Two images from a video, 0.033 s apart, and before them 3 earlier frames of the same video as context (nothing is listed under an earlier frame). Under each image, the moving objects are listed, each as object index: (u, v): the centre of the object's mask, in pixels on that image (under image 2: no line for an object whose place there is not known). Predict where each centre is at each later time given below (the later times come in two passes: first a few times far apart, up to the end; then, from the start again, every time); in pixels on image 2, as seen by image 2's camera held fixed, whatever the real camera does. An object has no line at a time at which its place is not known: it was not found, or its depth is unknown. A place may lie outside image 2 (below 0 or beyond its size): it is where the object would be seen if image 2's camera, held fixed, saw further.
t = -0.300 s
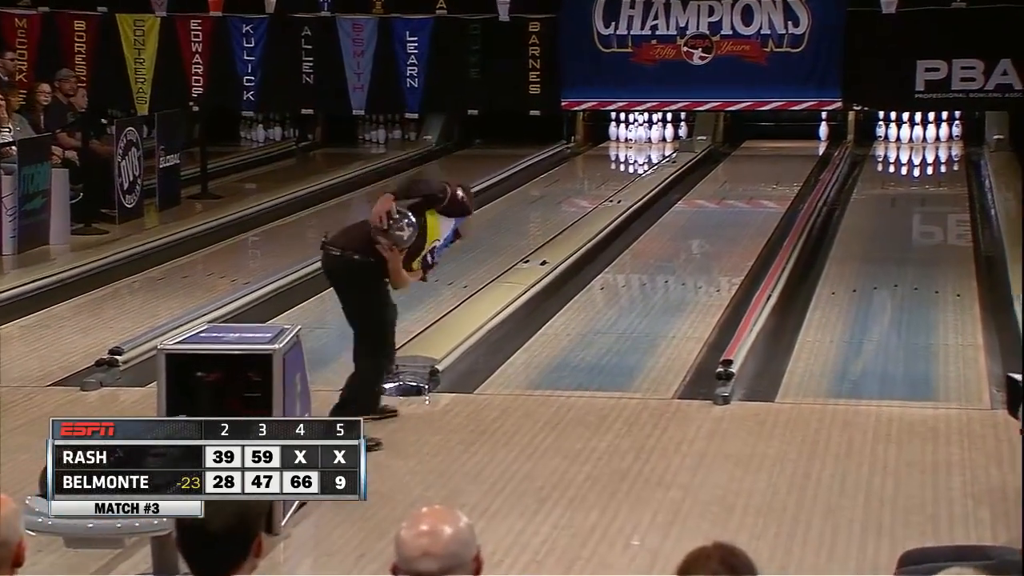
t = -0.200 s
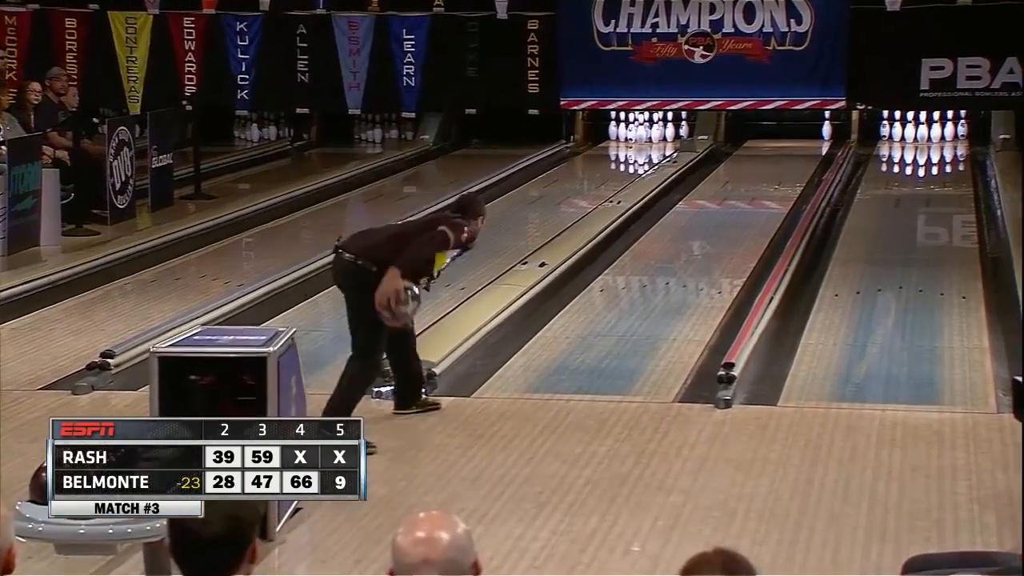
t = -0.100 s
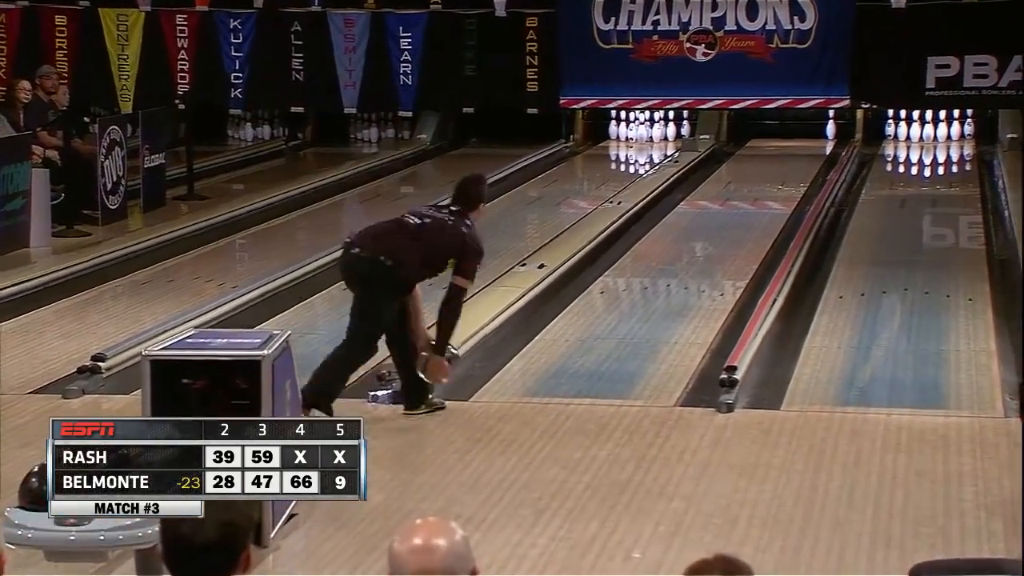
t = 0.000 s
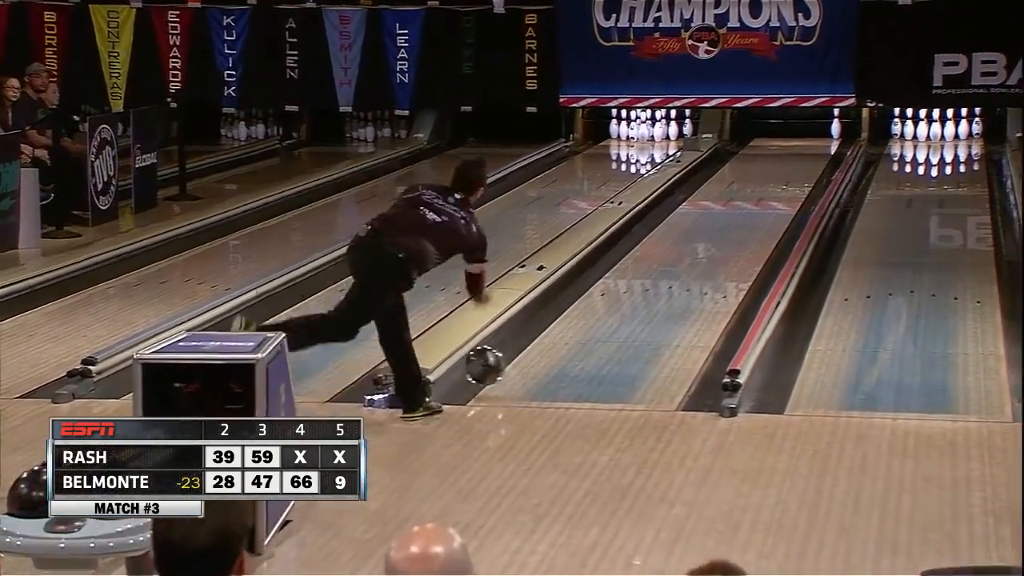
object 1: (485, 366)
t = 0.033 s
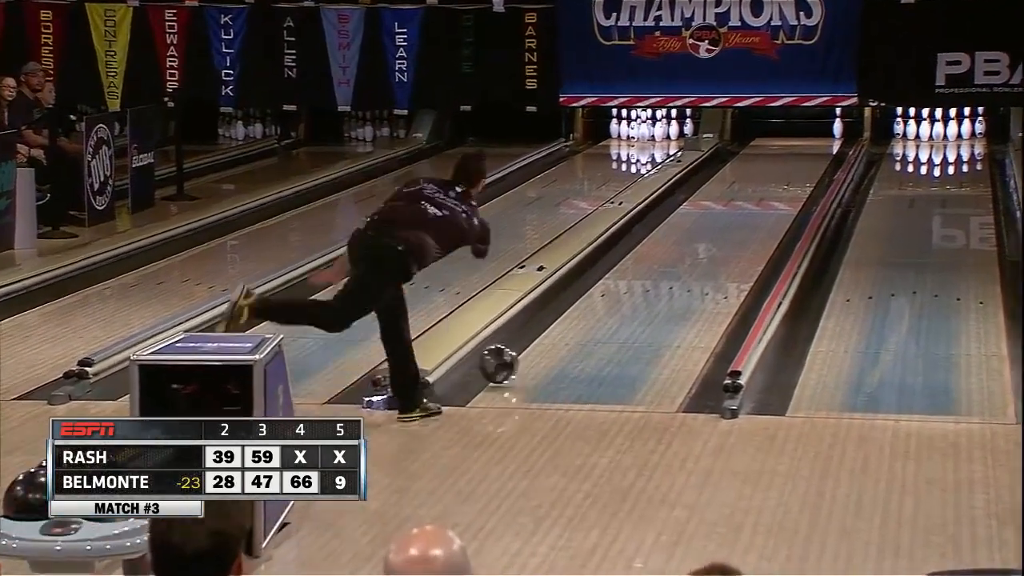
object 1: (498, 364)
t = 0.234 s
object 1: (573, 319)
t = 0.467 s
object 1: (640, 276)
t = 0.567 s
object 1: (665, 261)
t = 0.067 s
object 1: (513, 358)
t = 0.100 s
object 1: (526, 349)
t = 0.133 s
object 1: (539, 341)
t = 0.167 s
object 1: (550, 333)
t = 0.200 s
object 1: (562, 325)
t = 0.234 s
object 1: (573, 319)
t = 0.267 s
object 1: (584, 312)
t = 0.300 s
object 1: (594, 306)
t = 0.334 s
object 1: (604, 299)
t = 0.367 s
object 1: (613, 293)
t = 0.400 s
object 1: (622, 287)
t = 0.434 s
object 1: (631, 281)
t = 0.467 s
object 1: (640, 276)
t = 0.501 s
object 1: (649, 271)
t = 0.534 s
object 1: (657, 266)
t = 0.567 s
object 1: (665, 261)
